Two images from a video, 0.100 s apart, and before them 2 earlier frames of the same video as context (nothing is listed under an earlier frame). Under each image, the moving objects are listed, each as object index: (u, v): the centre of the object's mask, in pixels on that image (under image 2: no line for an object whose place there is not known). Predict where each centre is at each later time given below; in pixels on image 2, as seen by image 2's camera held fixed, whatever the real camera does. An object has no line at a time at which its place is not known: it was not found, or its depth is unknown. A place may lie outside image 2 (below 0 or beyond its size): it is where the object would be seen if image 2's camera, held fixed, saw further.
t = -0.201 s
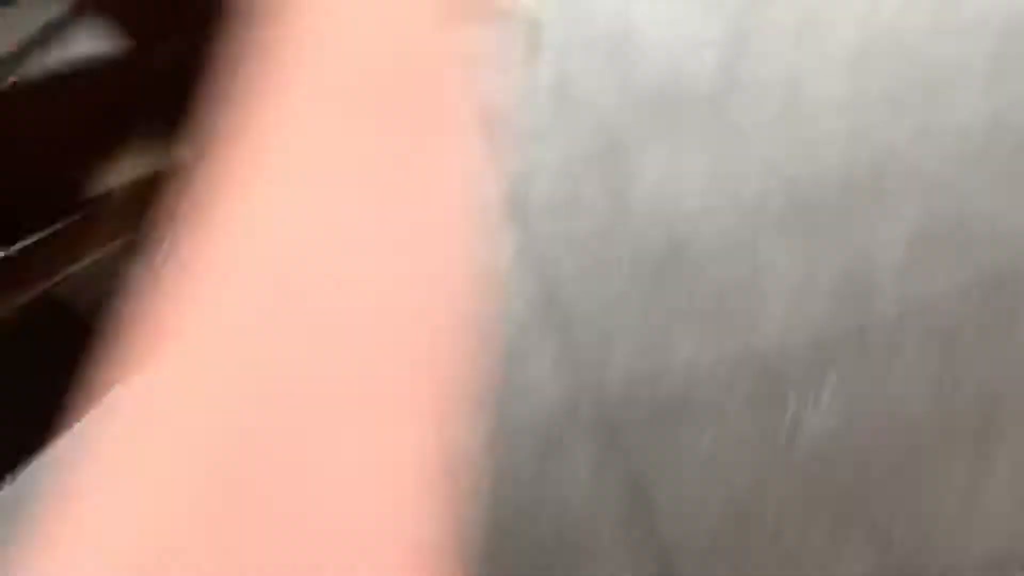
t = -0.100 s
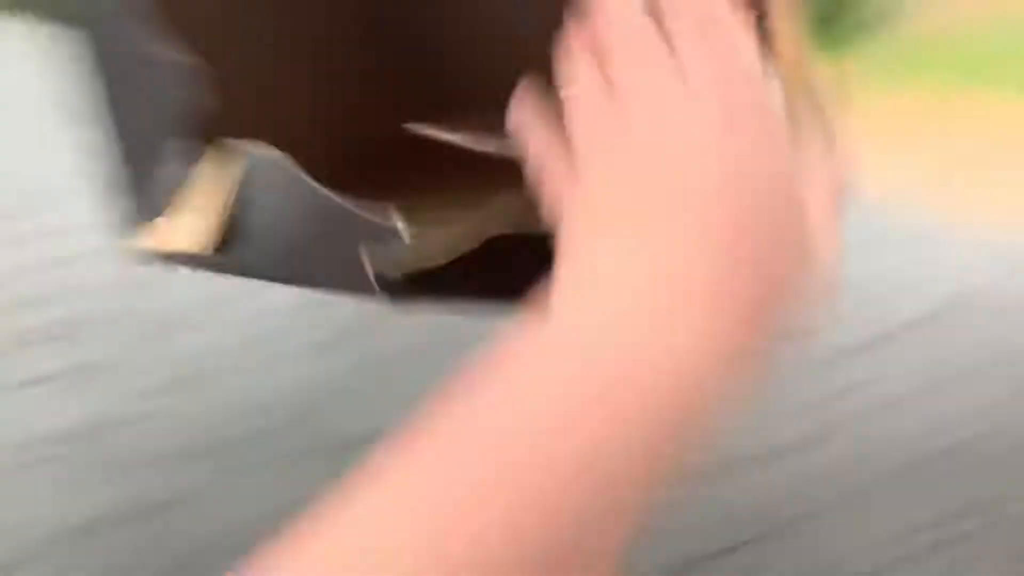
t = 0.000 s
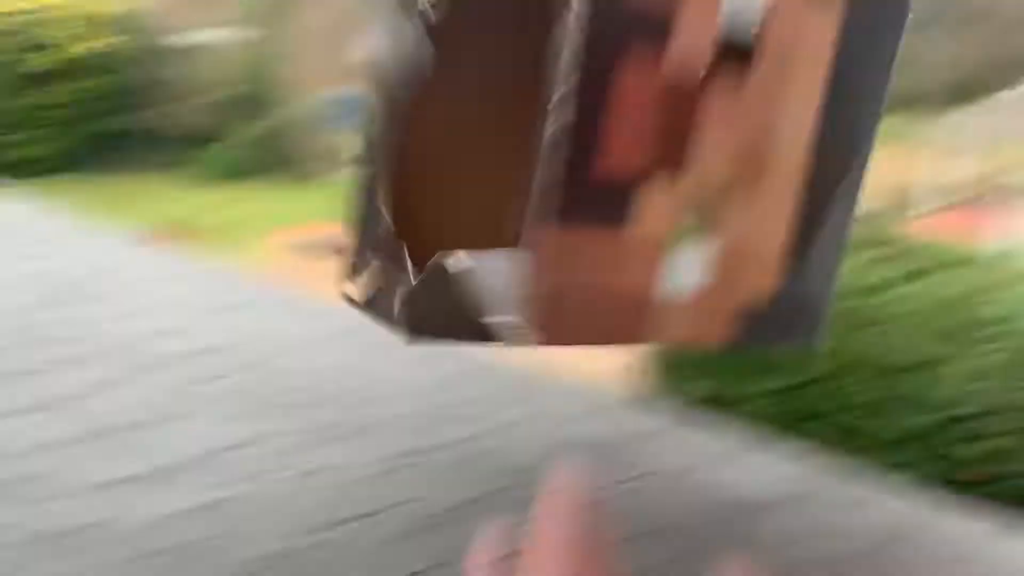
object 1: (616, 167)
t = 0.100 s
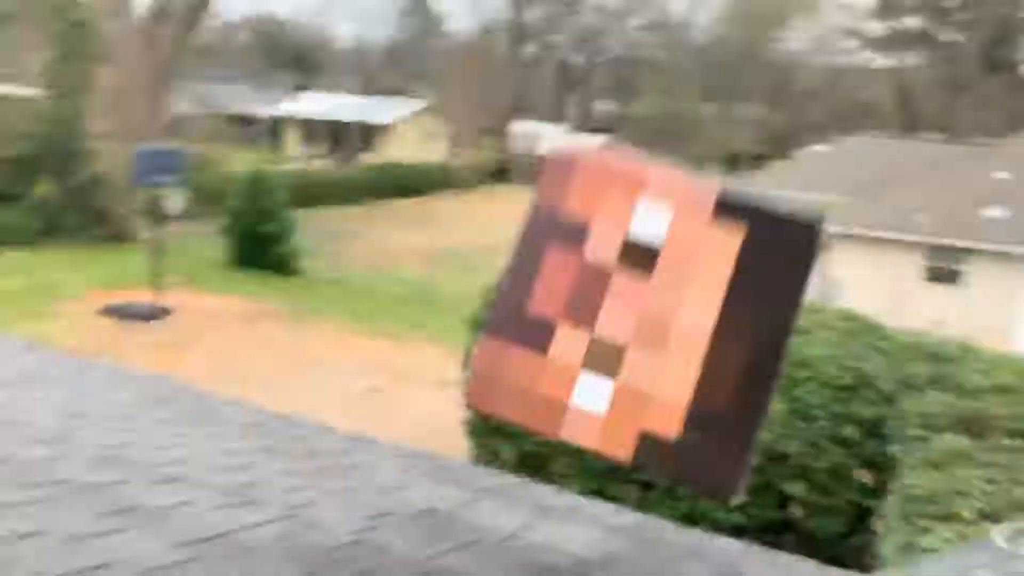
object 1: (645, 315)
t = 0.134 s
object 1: (686, 345)
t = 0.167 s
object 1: (735, 375)
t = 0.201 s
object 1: (775, 405)
